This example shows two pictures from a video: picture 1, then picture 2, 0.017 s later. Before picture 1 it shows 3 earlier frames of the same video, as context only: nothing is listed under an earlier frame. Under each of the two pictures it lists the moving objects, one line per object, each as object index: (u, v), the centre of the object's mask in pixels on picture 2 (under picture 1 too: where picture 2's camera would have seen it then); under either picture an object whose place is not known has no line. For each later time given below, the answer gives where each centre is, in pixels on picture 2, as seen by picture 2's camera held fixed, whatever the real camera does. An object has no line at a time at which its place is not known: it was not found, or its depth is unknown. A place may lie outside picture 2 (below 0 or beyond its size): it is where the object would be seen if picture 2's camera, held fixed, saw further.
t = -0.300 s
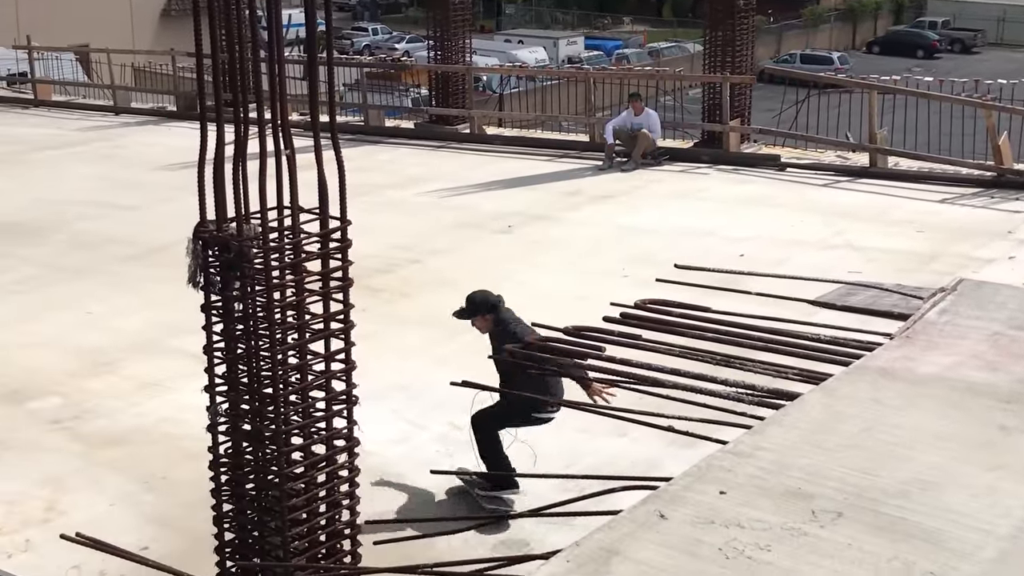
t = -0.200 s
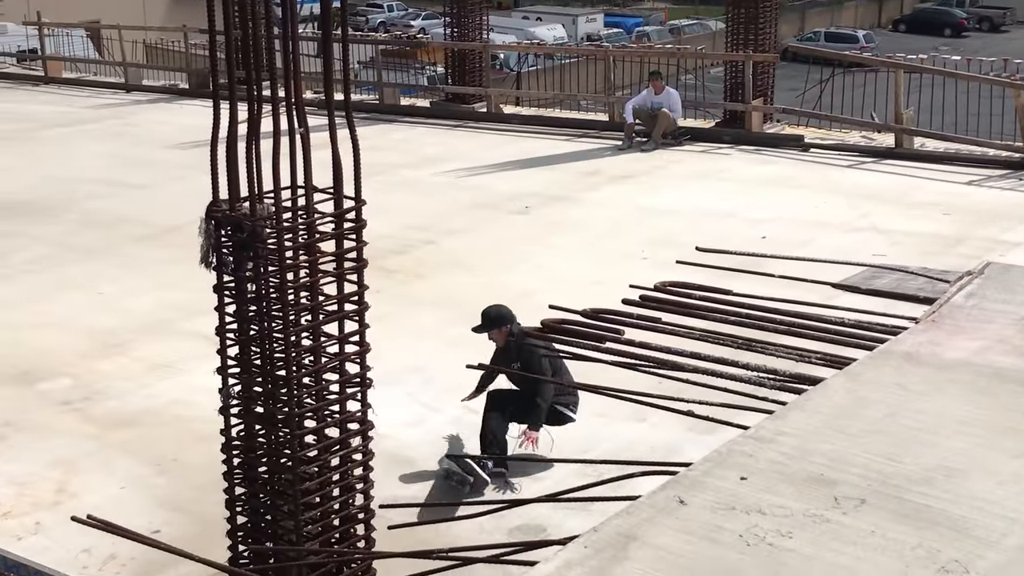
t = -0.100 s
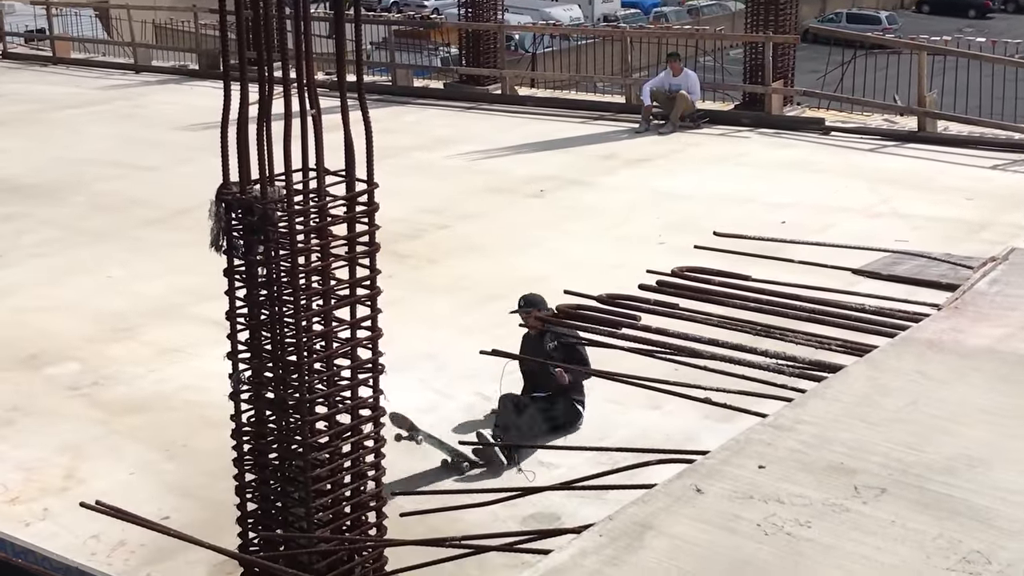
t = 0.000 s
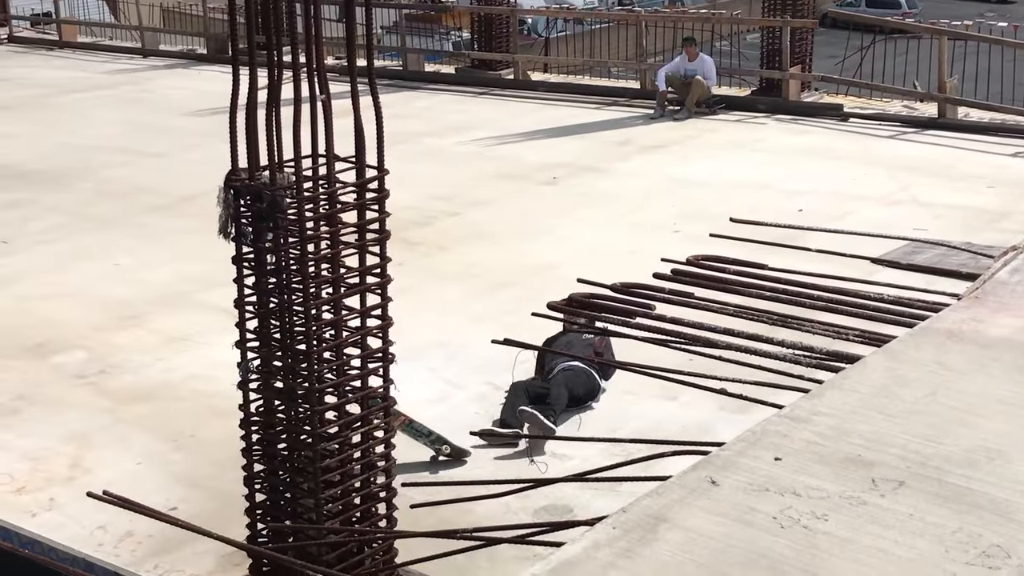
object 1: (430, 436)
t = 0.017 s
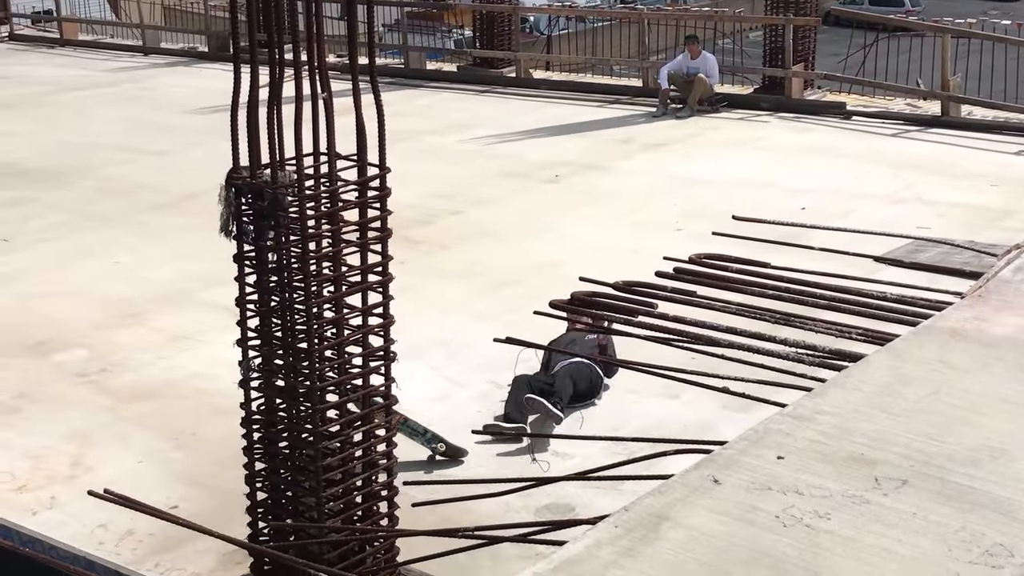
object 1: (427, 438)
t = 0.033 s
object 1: (426, 442)
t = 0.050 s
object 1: (423, 443)
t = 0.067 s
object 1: (420, 446)
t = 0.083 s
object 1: (418, 449)
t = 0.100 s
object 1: (414, 452)
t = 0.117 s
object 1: (411, 452)
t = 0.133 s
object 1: (407, 452)
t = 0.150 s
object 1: (403, 453)
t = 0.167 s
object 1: (400, 453)
